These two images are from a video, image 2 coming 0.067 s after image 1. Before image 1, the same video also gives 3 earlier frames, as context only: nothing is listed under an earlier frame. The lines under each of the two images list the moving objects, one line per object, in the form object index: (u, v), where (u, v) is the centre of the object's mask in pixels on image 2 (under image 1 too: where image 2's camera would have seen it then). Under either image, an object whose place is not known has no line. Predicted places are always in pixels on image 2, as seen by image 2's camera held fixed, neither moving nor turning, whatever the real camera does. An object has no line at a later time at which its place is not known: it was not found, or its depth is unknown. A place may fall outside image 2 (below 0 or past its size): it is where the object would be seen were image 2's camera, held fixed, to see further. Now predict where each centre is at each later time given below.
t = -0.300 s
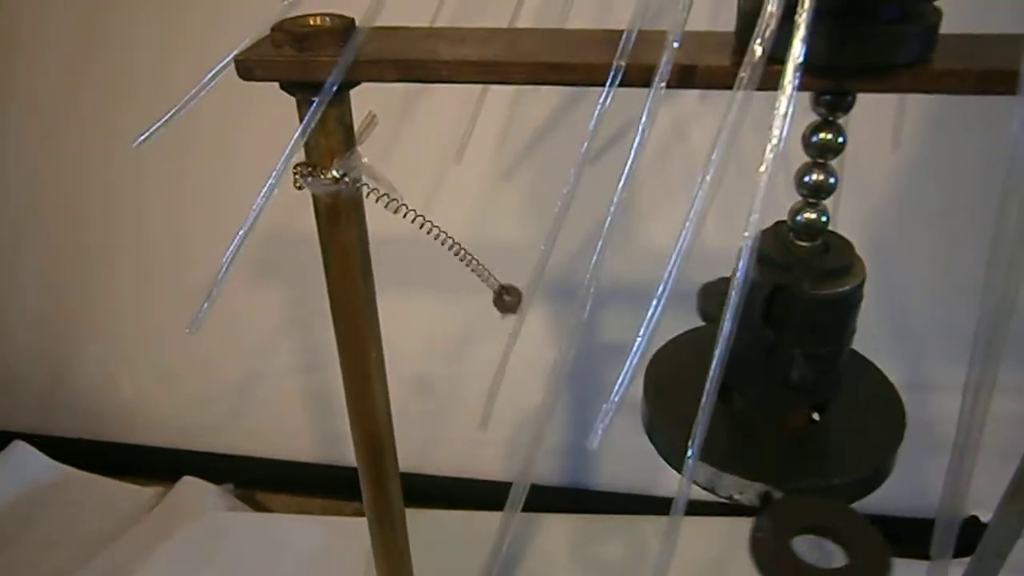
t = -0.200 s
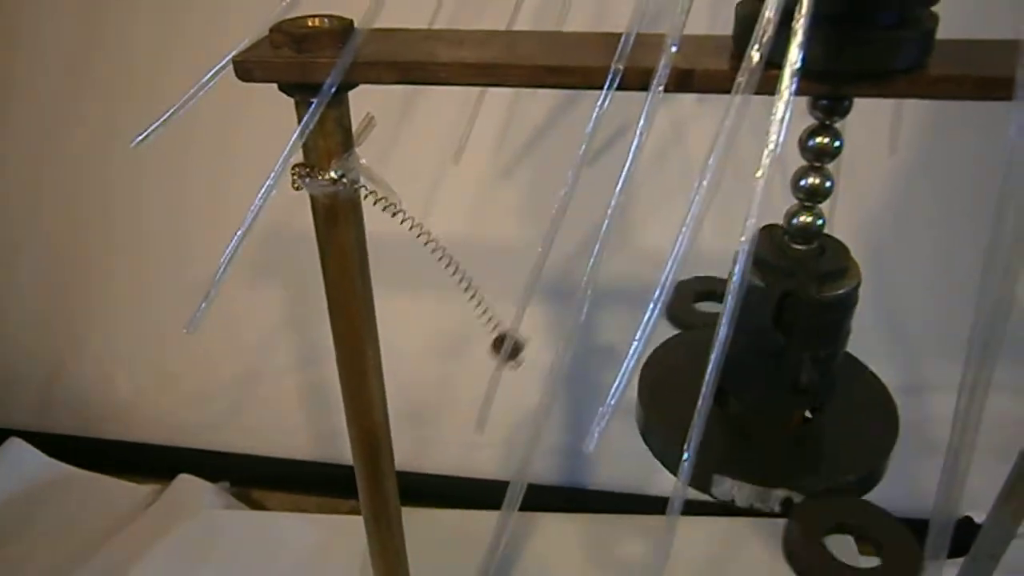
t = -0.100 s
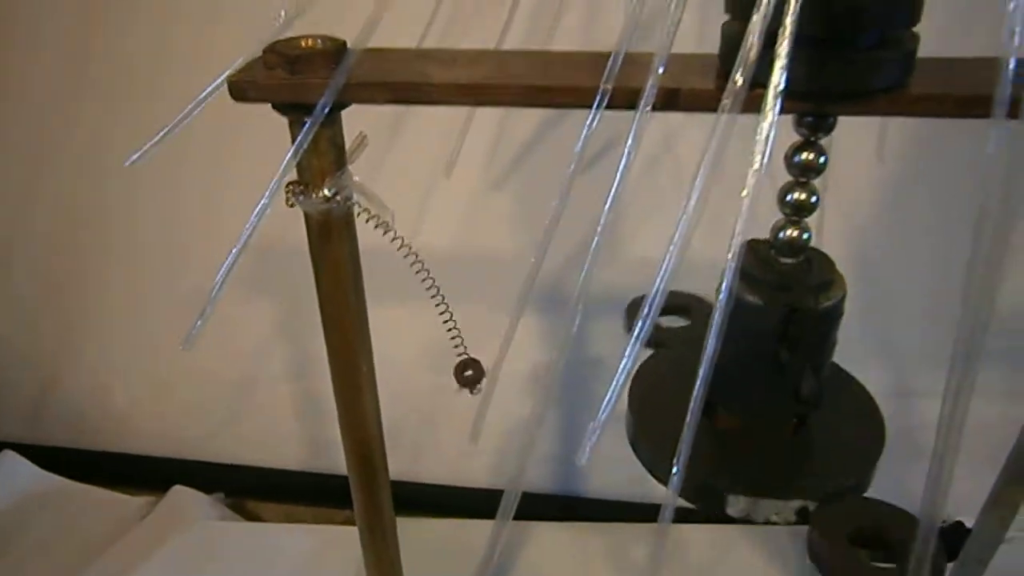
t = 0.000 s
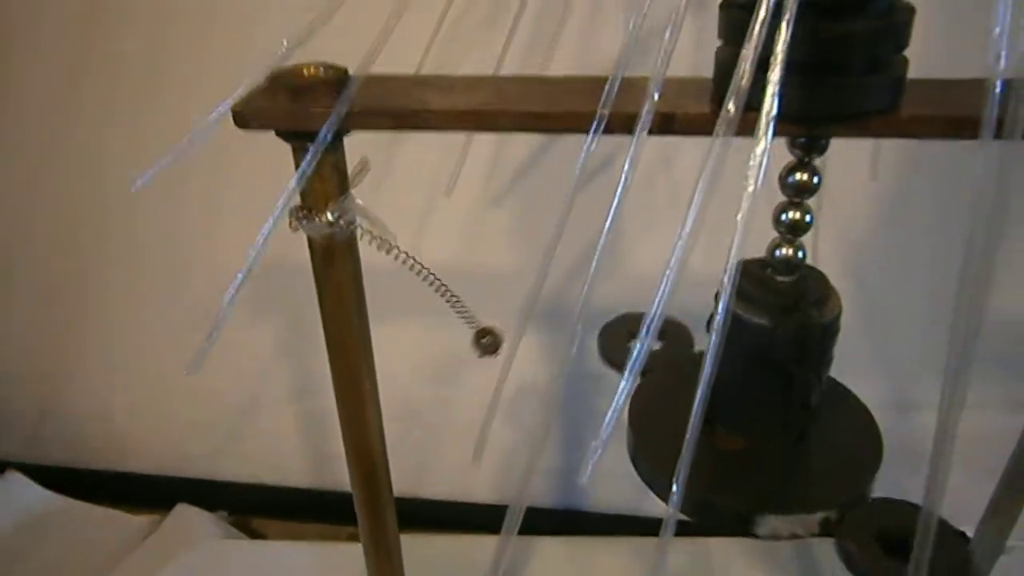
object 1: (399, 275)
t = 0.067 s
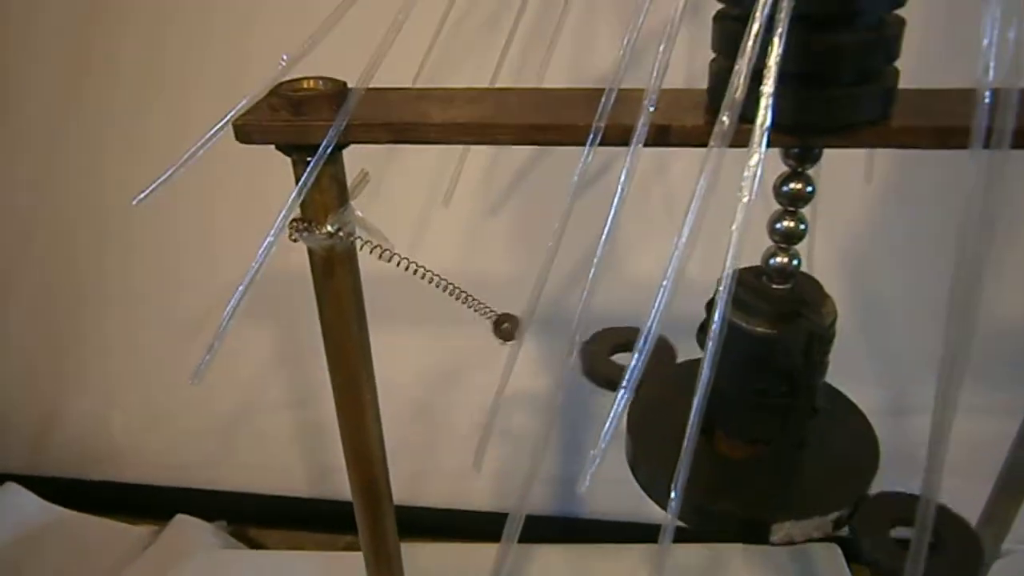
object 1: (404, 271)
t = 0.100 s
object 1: (407, 271)
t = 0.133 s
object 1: (412, 277)
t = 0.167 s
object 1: (412, 280)
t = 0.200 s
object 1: (416, 287)
